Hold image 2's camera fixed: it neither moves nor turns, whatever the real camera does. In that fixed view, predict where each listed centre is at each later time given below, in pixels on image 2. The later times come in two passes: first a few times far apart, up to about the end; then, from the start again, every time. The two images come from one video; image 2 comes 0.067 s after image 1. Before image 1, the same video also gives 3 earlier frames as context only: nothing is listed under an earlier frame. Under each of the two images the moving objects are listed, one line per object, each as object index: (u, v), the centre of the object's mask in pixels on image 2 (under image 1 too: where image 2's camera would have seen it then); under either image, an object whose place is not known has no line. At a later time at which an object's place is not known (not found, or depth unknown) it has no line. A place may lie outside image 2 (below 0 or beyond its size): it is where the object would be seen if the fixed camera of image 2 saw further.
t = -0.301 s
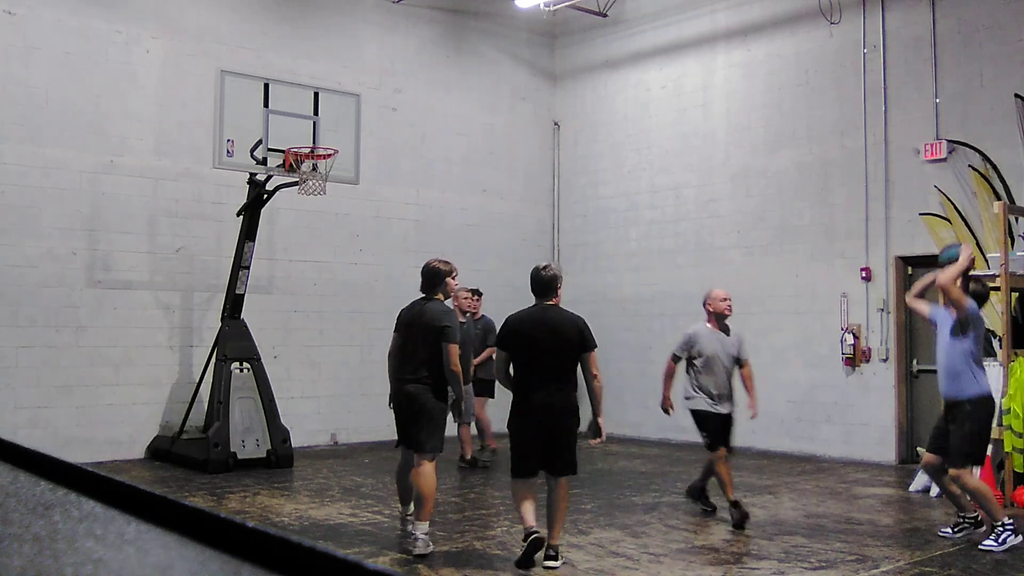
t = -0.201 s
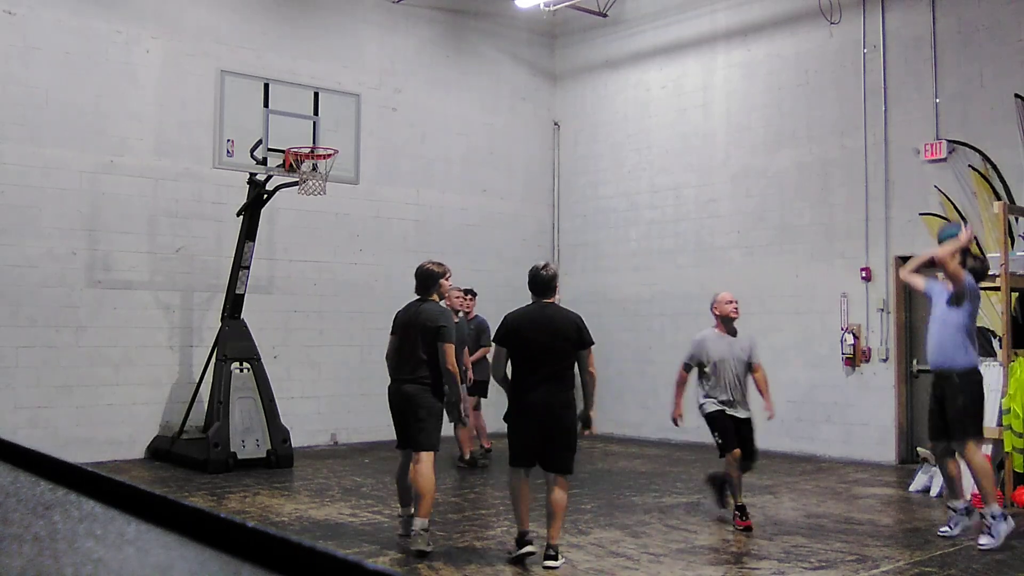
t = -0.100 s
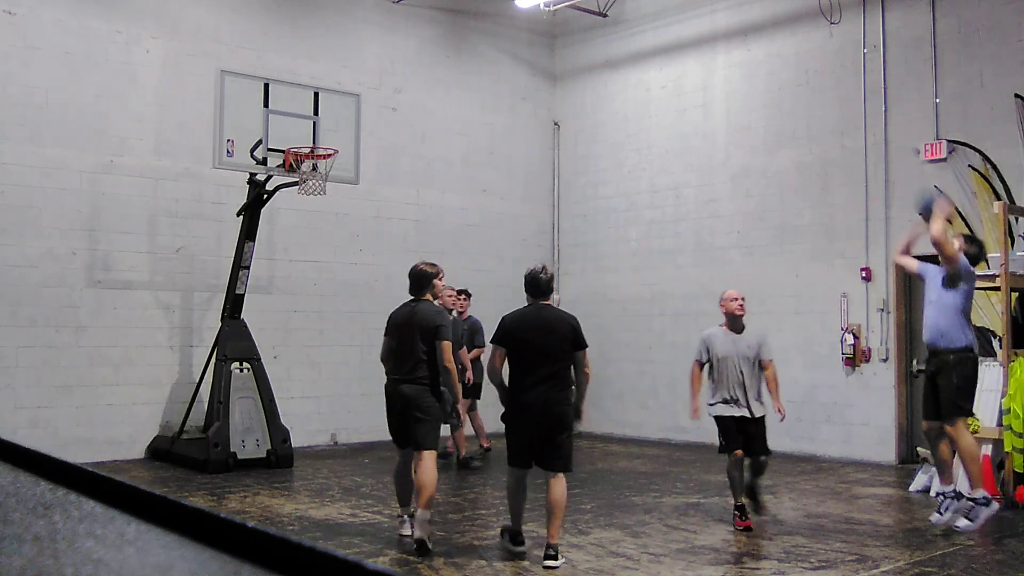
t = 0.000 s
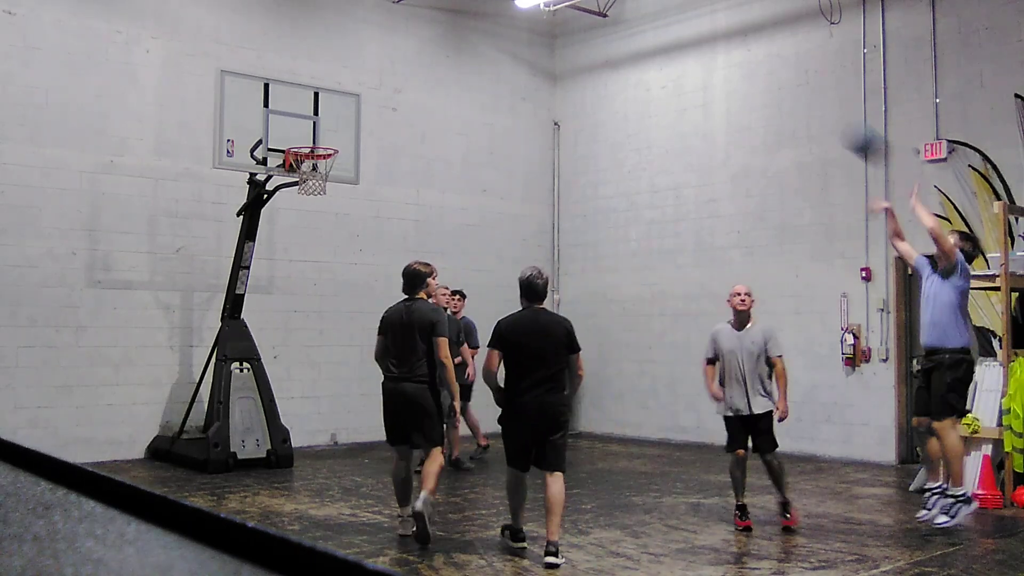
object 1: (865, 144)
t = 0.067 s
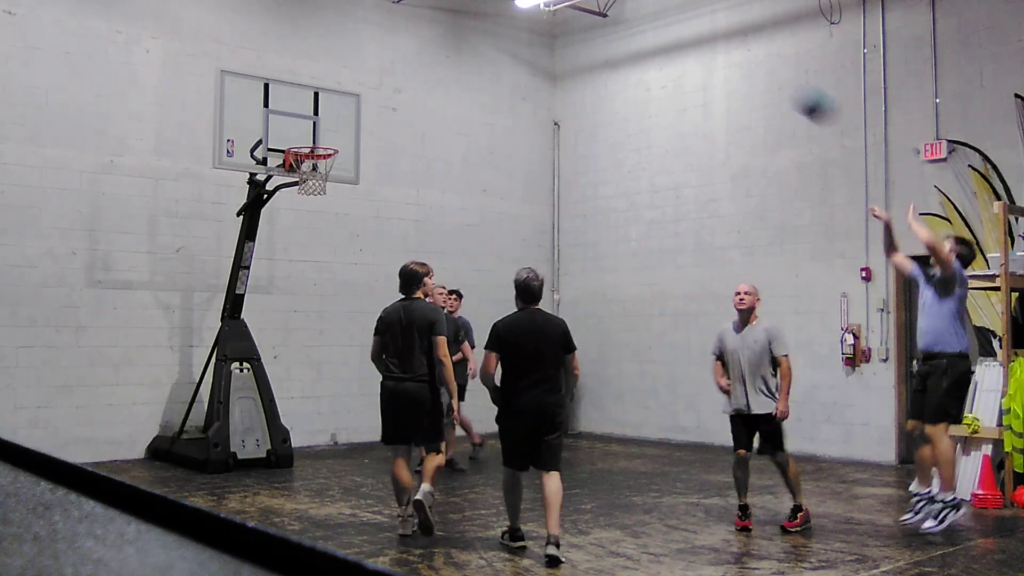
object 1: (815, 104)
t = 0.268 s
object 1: (675, 34)
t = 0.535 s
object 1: (518, 22)
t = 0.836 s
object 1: (373, 99)
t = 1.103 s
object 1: (304, 136)
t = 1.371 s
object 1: (308, 136)
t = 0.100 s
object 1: (791, 90)
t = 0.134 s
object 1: (766, 74)
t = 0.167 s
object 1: (743, 61)
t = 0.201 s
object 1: (719, 50)
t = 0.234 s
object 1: (697, 41)
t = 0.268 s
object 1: (675, 34)
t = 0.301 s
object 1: (653, 26)
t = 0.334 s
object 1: (633, 20)
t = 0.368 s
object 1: (613, 19)
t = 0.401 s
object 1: (593, 19)
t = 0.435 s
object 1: (575, 18)
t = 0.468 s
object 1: (555, 19)
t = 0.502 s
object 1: (537, 21)
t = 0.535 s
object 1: (518, 22)
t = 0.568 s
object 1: (503, 25)
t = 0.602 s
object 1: (484, 30)
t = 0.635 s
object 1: (468, 37)
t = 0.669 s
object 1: (452, 44)
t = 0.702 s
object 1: (435, 53)
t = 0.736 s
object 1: (419, 63)
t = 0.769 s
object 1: (403, 74)
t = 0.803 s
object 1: (388, 86)
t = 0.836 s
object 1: (373, 99)
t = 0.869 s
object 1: (358, 114)
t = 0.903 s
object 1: (344, 128)
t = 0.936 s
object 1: (330, 140)
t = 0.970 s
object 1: (319, 140)
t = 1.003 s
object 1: (309, 141)
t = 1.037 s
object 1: (304, 141)
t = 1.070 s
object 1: (304, 138)
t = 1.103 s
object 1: (304, 136)
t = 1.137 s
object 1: (305, 133)
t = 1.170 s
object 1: (305, 131)
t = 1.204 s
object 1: (306, 128)
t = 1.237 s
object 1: (307, 127)
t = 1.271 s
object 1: (307, 128)
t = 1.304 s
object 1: (307, 130)
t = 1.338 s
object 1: (308, 132)
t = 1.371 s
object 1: (308, 136)
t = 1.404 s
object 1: (309, 142)
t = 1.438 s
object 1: (309, 149)
